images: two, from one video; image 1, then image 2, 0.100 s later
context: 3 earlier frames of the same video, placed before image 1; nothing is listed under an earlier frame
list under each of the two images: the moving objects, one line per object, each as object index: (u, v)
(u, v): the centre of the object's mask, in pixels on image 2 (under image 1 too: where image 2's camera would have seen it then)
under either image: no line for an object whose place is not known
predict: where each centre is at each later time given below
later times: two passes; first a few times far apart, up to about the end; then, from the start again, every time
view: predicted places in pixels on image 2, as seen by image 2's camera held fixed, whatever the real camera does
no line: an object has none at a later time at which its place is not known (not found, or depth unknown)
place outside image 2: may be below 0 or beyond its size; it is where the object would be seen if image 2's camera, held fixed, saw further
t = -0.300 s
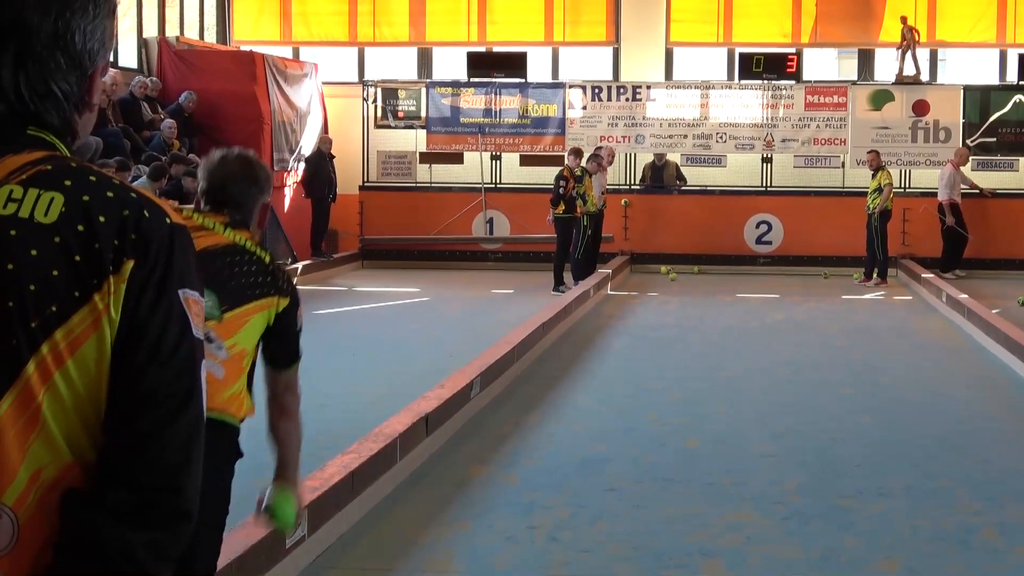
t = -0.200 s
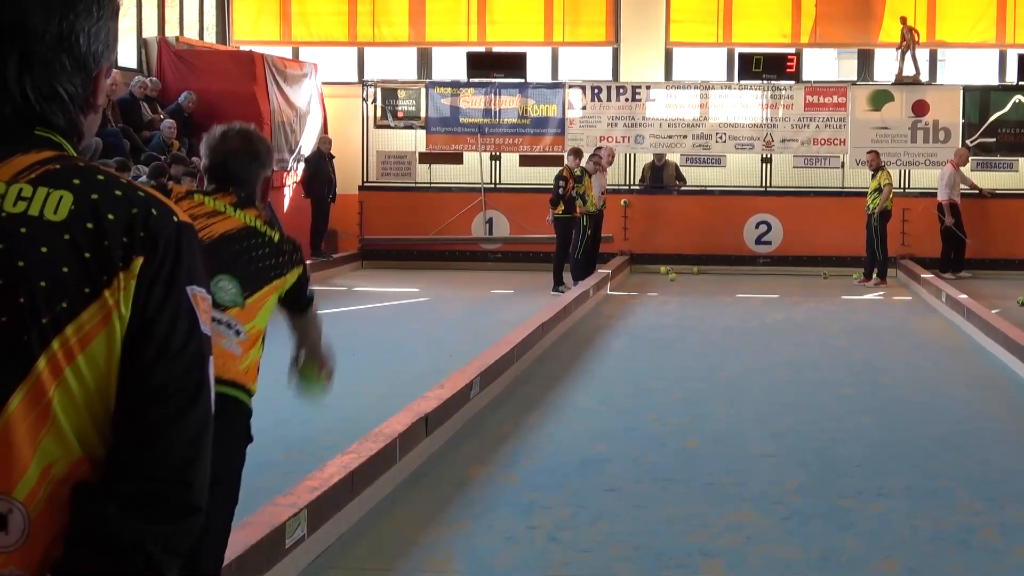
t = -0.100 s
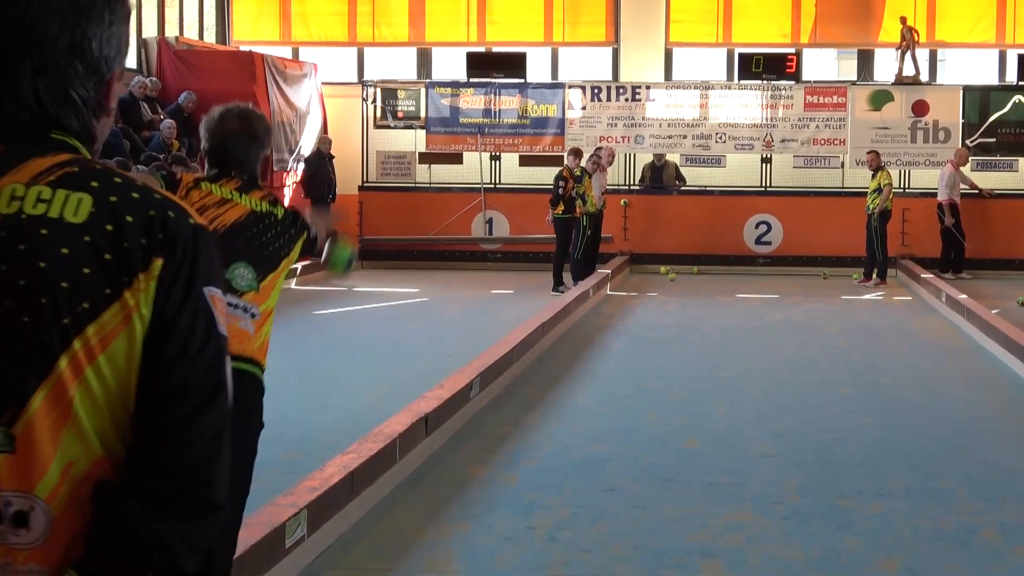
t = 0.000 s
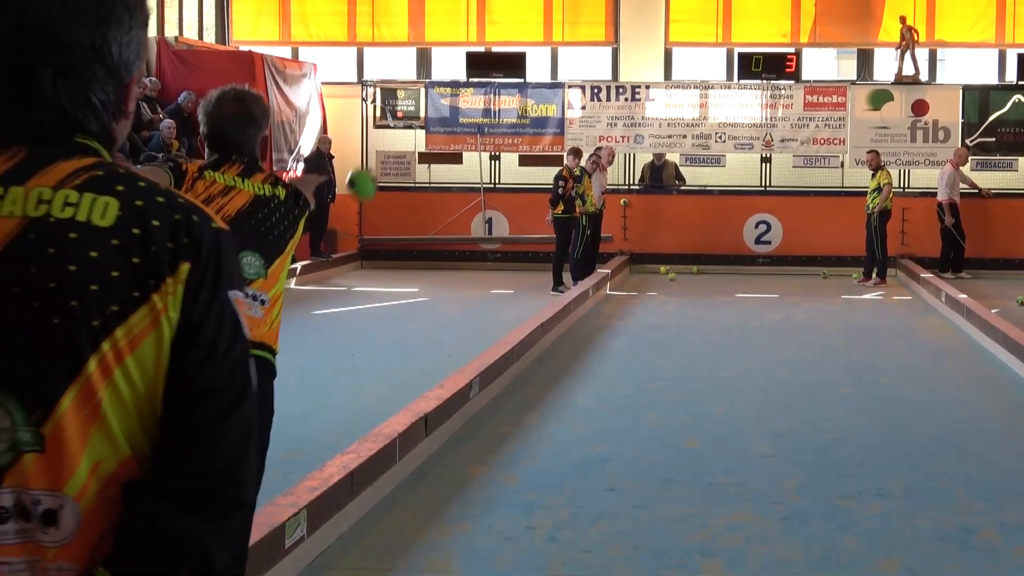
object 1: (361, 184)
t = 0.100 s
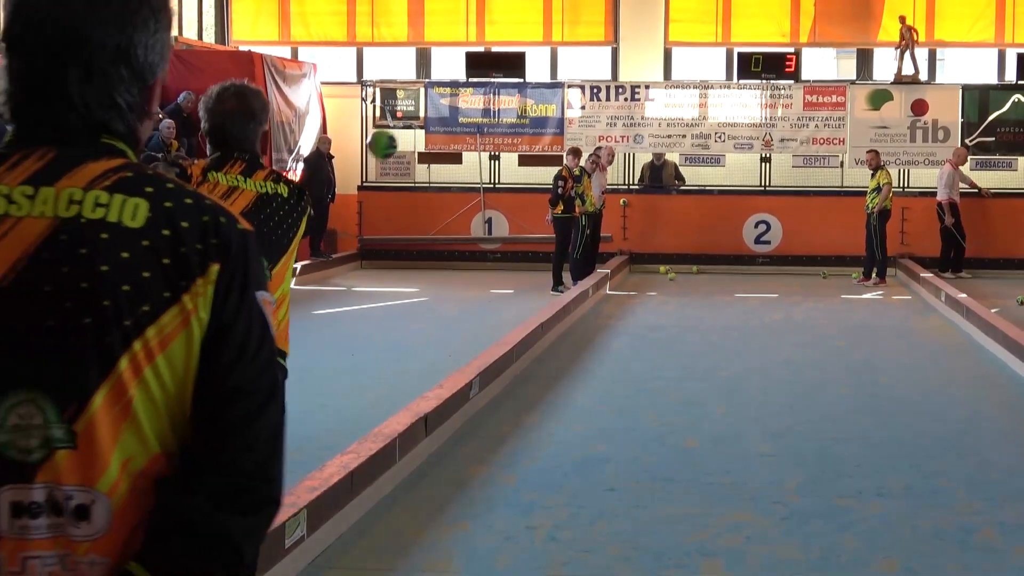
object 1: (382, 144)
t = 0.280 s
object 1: (413, 149)
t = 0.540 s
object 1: (447, 278)
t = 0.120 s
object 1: (386, 141)
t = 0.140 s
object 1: (390, 137)
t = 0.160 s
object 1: (394, 136)
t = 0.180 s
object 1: (397, 136)
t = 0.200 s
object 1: (400, 136)
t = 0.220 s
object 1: (404, 138)
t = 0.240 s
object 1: (407, 140)
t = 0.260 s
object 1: (410, 145)
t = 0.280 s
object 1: (413, 149)
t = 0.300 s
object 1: (417, 155)
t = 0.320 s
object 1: (419, 160)
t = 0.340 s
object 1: (422, 167)
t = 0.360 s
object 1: (424, 175)
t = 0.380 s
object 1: (429, 184)
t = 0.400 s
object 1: (430, 194)
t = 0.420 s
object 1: (433, 203)
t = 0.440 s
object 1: (435, 215)
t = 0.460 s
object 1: (438, 226)
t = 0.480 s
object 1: (441, 240)
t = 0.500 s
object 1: (443, 252)
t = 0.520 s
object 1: (445, 264)
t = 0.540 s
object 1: (447, 278)
